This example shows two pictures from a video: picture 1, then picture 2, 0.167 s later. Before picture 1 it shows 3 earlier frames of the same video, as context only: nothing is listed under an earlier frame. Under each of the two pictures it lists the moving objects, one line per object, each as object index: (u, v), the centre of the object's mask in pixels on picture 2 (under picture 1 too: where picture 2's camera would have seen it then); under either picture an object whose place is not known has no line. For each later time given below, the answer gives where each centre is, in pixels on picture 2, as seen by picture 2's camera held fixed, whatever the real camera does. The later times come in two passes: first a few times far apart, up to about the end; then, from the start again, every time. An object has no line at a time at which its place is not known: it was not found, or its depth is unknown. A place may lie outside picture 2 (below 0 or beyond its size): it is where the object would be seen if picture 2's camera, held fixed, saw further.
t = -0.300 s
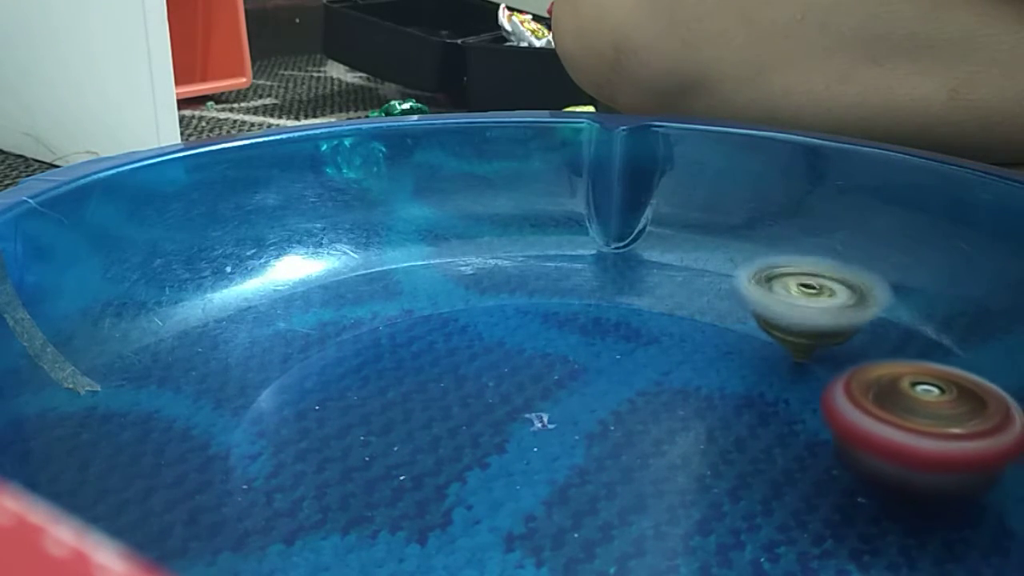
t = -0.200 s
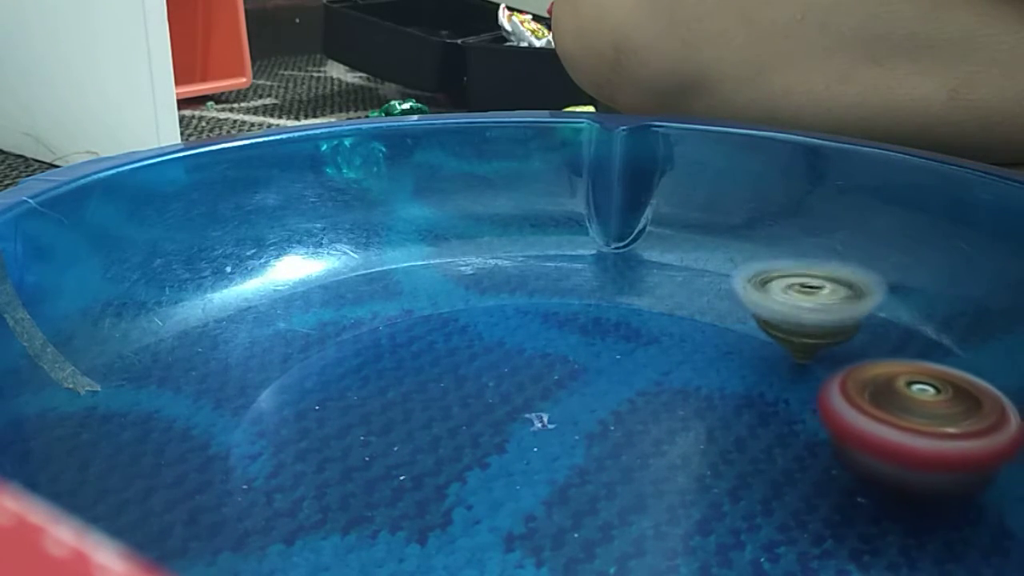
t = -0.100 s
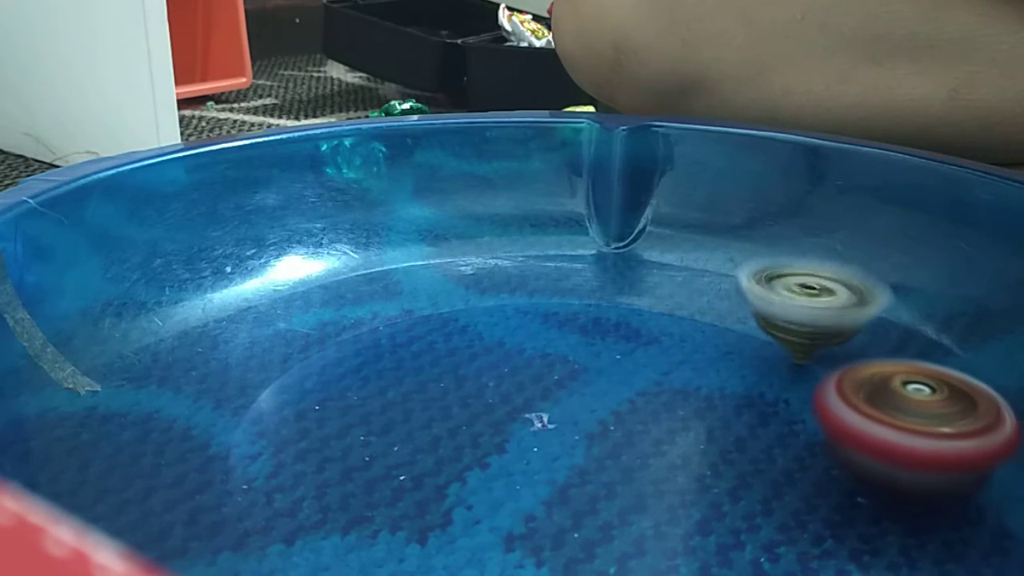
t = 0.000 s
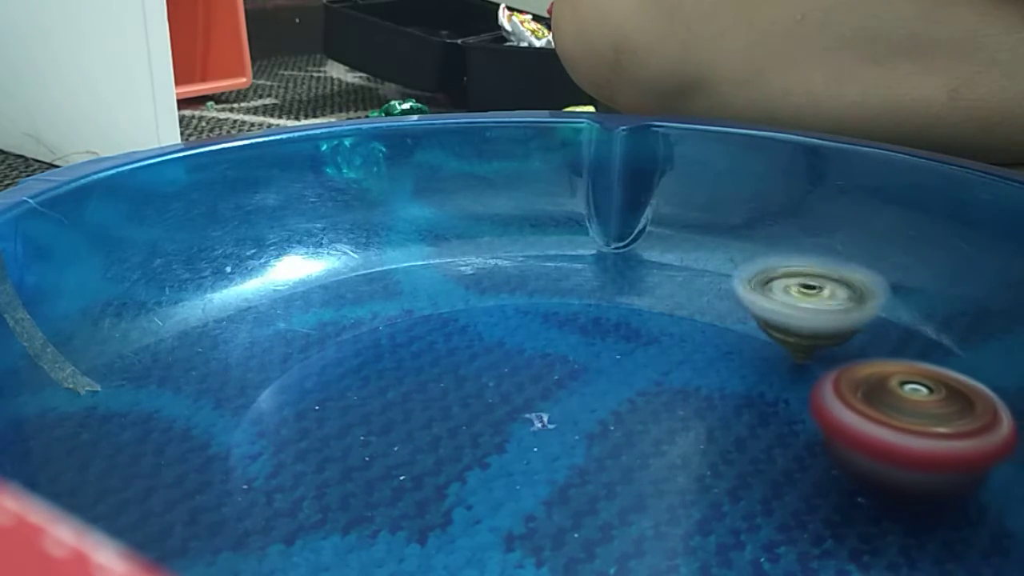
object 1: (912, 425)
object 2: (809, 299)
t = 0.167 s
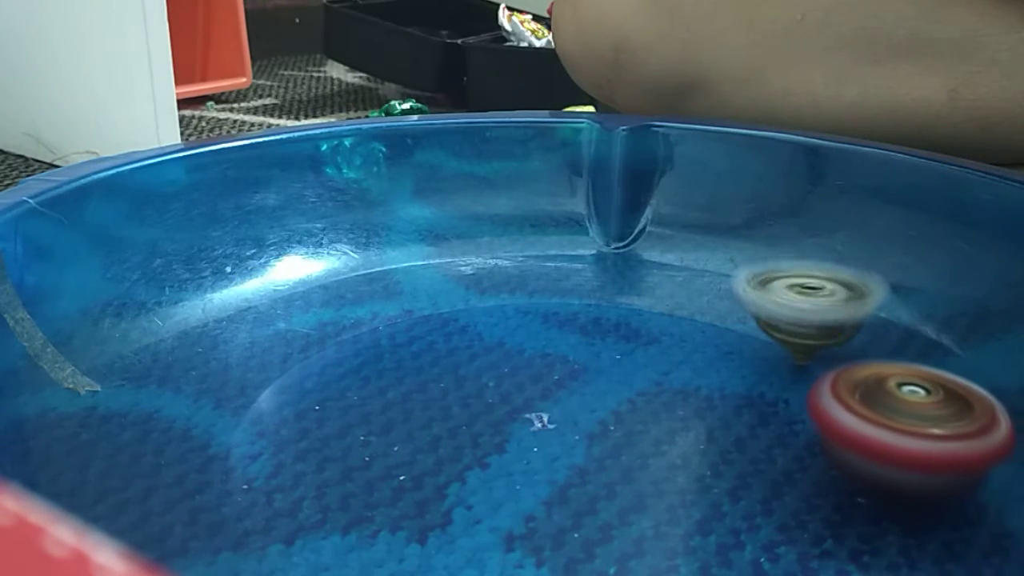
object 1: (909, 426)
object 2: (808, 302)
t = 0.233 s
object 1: (909, 427)
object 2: (808, 302)
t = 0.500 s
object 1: (915, 436)
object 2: (810, 301)
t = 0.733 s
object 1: (922, 444)
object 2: (807, 302)
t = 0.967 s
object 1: (927, 449)
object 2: (807, 303)
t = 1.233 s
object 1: (932, 450)
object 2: (808, 302)
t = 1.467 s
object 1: (933, 448)
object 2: (807, 303)
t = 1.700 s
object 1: (931, 444)
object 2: (806, 304)
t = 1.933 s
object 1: (922, 440)
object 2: (805, 305)
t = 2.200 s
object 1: (906, 440)
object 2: (821, 308)
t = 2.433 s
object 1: (886, 441)
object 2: (824, 303)
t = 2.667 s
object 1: (869, 439)
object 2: (814, 304)
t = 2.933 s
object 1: (863, 437)
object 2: (807, 305)
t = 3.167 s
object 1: (865, 433)
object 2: (811, 307)
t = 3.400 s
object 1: (885, 431)
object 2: (828, 308)
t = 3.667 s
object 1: (896, 431)
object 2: (824, 307)
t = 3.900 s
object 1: (896, 432)
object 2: (820, 309)
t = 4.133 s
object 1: (889, 436)
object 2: (820, 309)
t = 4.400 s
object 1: (866, 431)
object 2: (824, 306)
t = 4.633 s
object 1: (882, 431)
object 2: (831, 309)
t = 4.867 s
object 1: (876, 436)
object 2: (832, 312)
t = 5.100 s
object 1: (882, 433)
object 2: (832, 309)
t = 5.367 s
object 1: (875, 430)
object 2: (830, 307)
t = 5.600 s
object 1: (871, 432)
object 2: (828, 307)
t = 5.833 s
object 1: (872, 433)
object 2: (830, 308)
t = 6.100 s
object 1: (874, 431)
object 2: (832, 306)
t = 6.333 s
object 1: (876, 432)
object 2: (830, 308)
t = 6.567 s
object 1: (873, 432)
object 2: (835, 306)
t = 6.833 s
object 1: (872, 433)
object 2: (832, 306)
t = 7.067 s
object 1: (873, 432)
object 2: (824, 307)
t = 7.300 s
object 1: (878, 434)
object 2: (822, 304)
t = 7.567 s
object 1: (879, 436)
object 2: (823, 305)
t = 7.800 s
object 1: (877, 437)
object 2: (822, 309)
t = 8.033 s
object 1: (879, 437)
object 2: (822, 306)
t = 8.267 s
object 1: (878, 438)
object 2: (820, 309)
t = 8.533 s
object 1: (878, 436)
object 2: (820, 307)
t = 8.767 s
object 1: (878, 437)
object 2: (818, 309)
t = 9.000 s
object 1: (873, 434)
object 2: (823, 308)
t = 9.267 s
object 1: (873, 432)
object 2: (830, 310)
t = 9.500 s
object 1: (874, 432)
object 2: (830, 307)
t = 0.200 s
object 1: (909, 427)
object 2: (811, 300)
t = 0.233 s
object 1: (909, 427)
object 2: (808, 302)
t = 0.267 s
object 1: (909, 429)
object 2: (811, 301)
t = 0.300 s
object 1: (910, 430)
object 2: (808, 301)
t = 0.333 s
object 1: (910, 431)
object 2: (811, 302)
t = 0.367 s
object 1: (911, 432)
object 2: (809, 301)
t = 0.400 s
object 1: (912, 433)
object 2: (811, 302)
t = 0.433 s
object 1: (912, 434)
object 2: (809, 301)
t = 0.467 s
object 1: (913, 434)
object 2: (810, 302)
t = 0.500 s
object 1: (915, 436)
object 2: (810, 301)
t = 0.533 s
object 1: (916, 437)
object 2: (809, 303)
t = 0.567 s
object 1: (917, 438)
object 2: (810, 301)
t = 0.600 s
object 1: (918, 440)
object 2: (808, 303)
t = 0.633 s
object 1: (919, 441)
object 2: (811, 301)
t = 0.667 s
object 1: (919, 442)
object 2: (808, 302)
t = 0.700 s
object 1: (921, 443)
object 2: (811, 302)
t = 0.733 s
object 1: (922, 444)
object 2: (807, 302)
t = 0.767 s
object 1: (923, 446)
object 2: (810, 302)
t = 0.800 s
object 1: (923, 446)
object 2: (808, 301)
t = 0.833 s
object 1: (924, 447)
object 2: (809, 303)
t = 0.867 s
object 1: (925, 448)
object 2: (809, 301)
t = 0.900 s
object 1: (926, 448)
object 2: (808, 303)
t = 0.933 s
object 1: (926, 448)
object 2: (809, 301)
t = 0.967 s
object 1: (927, 449)
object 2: (807, 303)
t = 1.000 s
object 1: (928, 450)
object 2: (809, 301)
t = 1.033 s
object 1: (928, 450)
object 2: (807, 303)
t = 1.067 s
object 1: (929, 450)
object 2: (810, 302)
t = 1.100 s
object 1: (930, 450)
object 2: (807, 302)
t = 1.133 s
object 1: (930, 450)
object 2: (809, 303)
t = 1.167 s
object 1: (931, 450)
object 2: (807, 302)
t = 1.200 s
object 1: (932, 450)
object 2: (809, 304)
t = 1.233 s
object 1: (932, 450)
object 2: (808, 302)
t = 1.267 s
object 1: (933, 450)
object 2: (807, 304)
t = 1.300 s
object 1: (933, 450)
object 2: (808, 302)
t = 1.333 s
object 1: (933, 449)
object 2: (806, 304)
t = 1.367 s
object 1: (933, 449)
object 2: (809, 302)
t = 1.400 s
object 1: (933, 449)
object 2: (807, 304)
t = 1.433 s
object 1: (933, 448)
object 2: (809, 303)
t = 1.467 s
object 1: (933, 448)
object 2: (807, 303)
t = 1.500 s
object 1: (933, 447)
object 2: (808, 304)
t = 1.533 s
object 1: (933, 447)
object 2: (807, 302)
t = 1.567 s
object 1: (932, 446)
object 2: (807, 304)
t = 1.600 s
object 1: (932, 446)
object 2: (808, 303)
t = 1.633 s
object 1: (932, 445)
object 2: (806, 304)
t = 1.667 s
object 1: (931, 444)
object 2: (808, 303)
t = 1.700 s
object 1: (931, 444)
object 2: (806, 304)
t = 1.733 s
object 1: (930, 444)
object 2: (809, 303)
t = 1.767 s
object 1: (930, 443)
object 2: (806, 304)
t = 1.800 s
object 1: (928, 443)
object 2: (809, 304)
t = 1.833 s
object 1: (926, 442)
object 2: (807, 303)
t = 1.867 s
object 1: (925, 441)
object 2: (807, 305)
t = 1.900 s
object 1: (923, 441)
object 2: (806, 303)
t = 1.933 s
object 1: (922, 440)
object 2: (805, 305)
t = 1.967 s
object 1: (920, 440)
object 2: (808, 304)
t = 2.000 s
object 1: (918, 440)
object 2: (806, 306)
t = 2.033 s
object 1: (916, 440)
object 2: (810, 306)
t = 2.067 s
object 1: (914, 440)
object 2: (809, 307)
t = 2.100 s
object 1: (912, 440)
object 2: (813, 308)
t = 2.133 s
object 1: (910, 440)
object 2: (815, 307)
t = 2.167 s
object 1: (908, 440)
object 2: (818, 308)
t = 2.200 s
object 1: (906, 440)
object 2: (821, 308)
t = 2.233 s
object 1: (904, 440)
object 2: (823, 308)
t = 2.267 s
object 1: (901, 440)
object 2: (826, 307)
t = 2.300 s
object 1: (898, 440)
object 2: (826, 308)
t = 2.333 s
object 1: (895, 440)
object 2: (831, 307)
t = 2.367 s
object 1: (892, 441)
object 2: (832, 307)
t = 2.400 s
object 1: (889, 441)
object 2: (832, 304)
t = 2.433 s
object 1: (886, 441)
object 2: (824, 303)
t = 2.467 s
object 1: (883, 441)
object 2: (819, 304)
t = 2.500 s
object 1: (880, 441)
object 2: (819, 302)
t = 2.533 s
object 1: (878, 441)
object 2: (814, 303)
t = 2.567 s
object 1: (875, 441)
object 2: (816, 306)
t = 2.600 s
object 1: (873, 440)
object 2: (815, 303)
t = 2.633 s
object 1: (871, 439)
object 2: (813, 306)
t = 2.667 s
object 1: (869, 439)
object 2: (814, 304)
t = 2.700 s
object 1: (868, 439)
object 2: (811, 305)
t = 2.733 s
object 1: (867, 439)
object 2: (812, 305)
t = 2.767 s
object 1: (866, 439)
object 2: (809, 304)
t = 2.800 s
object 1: (865, 438)
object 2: (809, 306)
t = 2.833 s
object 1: (864, 438)
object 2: (808, 304)
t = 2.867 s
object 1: (864, 438)
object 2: (806, 306)
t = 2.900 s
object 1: (863, 438)
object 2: (809, 304)
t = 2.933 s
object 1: (863, 437)
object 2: (807, 305)
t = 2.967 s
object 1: (863, 437)
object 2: (810, 305)
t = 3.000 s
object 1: (864, 437)
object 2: (807, 304)
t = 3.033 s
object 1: (863, 437)
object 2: (809, 306)
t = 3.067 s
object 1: (864, 436)
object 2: (809, 304)
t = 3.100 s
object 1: (864, 435)
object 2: (808, 305)
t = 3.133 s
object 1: (864, 434)
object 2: (811, 305)
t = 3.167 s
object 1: (865, 433)
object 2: (811, 307)
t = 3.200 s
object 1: (866, 432)
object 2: (817, 307)
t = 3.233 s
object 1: (867, 430)
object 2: (817, 306)
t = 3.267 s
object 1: (869, 429)
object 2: (821, 307)
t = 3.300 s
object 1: (874, 429)
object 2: (822, 307)
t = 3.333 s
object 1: (878, 430)
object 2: (823, 308)
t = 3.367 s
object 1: (882, 430)
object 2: (825, 308)
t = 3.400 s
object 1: (885, 431)
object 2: (828, 308)
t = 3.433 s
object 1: (888, 431)
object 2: (829, 309)
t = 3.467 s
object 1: (891, 431)
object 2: (832, 308)
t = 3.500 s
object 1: (892, 431)
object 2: (833, 308)
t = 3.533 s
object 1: (893, 432)
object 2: (836, 309)
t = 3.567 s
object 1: (894, 432)
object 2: (837, 306)
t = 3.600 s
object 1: (895, 432)
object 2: (829, 305)
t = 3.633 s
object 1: (895, 432)
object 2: (825, 308)
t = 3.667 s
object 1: (896, 431)
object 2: (824, 307)
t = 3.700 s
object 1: (896, 431)
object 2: (823, 309)
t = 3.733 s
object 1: (896, 431)
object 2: (821, 307)
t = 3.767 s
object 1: (896, 431)
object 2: (820, 309)
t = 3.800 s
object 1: (896, 432)
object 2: (821, 309)
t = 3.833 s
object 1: (896, 432)
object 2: (820, 308)
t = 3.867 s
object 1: (896, 432)
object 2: (819, 311)
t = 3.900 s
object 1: (896, 432)
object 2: (820, 309)
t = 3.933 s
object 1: (895, 433)
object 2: (818, 312)
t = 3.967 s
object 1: (894, 432)
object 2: (820, 310)
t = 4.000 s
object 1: (894, 433)
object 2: (818, 309)
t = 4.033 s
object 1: (893, 434)
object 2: (818, 311)
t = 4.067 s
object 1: (892, 435)
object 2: (819, 308)
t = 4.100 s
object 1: (891, 436)
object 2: (817, 311)
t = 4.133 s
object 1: (889, 436)
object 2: (820, 309)
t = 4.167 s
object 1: (887, 437)
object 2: (819, 308)
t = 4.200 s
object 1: (884, 437)
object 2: (819, 310)
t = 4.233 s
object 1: (880, 437)
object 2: (821, 307)
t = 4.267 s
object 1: (877, 437)
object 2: (820, 309)
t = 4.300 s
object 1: (873, 435)
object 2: (823, 308)
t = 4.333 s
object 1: (870, 434)
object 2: (822, 306)
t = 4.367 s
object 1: (868, 432)
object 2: (822, 308)
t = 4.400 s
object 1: (866, 431)
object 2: (824, 306)
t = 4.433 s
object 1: (866, 430)
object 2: (823, 308)
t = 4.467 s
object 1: (866, 429)
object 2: (826, 306)
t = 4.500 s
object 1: (868, 429)
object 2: (826, 306)
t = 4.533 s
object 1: (871, 429)
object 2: (827, 309)
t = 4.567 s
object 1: (874, 429)
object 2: (828, 307)
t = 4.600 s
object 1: (878, 430)
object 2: (827, 310)
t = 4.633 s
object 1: (882, 431)
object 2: (831, 309)
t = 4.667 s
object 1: (884, 433)
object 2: (830, 308)
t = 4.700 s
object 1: (885, 435)
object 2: (831, 311)
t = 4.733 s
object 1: (884, 436)
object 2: (832, 309)
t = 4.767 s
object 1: (883, 437)
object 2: (830, 311)
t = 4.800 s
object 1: (881, 438)
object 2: (833, 310)
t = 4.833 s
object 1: (879, 437)
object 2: (832, 309)
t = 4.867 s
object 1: (876, 436)
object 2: (832, 312)
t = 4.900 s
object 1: (874, 435)
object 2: (834, 309)
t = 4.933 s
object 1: (872, 434)
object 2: (832, 311)
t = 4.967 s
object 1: (870, 431)
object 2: (834, 310)
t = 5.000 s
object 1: (871, 430)
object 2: (833, 307)
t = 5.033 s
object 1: (876, 431)
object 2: (833, 311)
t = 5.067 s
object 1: (880, 432)
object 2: (835, 309)
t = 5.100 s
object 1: (882, 433)
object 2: (832, 309)
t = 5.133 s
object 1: (883, 434)
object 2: (832, 310)
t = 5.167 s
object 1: (883, 435)
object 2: (832, 307)
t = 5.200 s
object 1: (882, 436)
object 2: (832, 311)
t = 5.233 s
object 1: (880, 436)
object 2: (835, 308)
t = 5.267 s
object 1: (876, 434)
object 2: (833, 307)
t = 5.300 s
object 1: (872, 433)
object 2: (833, 308)
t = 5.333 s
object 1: (871, 431)
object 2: (833, 305)
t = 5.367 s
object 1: (875, 430)
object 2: (830, 307)
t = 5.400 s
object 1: (877, 431)
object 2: (831, 306)
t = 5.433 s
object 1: (879, 432)
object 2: (829, 306)
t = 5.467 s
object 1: (881, 433)
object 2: (830, 309)
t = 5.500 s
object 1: (881, 434)
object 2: (830, 306)
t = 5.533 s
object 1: (879, 435)
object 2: (826, 309)
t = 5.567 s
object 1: (876, 435)
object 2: (828, 308)
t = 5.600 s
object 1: (871, 432)
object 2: (828, 307)
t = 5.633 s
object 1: (872, 431)
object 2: (830, 309)
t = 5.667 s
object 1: (875, 431)
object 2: (832, 307)
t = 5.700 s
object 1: (878, 432)
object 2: (828, 308)
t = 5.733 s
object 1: (880, 434)
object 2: (828, 310)
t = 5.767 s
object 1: (879, 435)
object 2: (829, 307)
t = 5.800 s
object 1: (876, 435)
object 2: (828, 310)
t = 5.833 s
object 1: (872, 433)
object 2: (830, 308)
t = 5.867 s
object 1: (872, 431)
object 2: (828, 306)
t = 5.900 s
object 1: (875, 431)
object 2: (828, 310)
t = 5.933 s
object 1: (879, 433)
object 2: (830, 307)
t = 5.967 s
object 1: (880, 435)
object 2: (828, 309)
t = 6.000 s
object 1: (878, 434)
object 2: (829, 308)
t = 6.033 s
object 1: (875, 434)
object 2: (830, 306)
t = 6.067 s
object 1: (873, 432)
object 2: (828, 309)
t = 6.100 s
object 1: (874, 431)
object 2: (832, 306)
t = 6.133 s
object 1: (879, 433)
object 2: (832, 306)
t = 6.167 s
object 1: (881, 435)
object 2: (832, 308)
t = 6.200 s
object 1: (879, 435)
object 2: (832, 305)
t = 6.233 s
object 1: (876, 435)
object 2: (830, 307)
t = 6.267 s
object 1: (873, 433)
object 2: (831, 307)
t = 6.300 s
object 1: (872, 431)
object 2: (831, 304)
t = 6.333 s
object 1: (876, 432)
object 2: (830, 308)
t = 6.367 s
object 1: (881, 434)
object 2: (833, 307)
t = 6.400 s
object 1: (882, 435)
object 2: (832, 307)
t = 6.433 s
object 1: (881, 436)
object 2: (834, 309)
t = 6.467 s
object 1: (879, 436)
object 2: (835, 306)
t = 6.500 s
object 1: (876, 436)
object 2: (833, 308)
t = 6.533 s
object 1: (872, 434)
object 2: (834, 308)
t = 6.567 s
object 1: (873, 432)
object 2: (835, 306)
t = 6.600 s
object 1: (877, 433)
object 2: (834, 309)
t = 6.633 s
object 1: (880, 434)
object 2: (836, 307)
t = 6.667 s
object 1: (881, 436)
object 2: (833, 306)
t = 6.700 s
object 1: (882, 437)
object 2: (833, 310)
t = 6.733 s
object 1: (880, 437)
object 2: (836, 306)
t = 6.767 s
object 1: (877, 437)
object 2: (834, 307)
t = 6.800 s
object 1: (874, 436)
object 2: (832, 308)
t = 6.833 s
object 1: (872, 433)
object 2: (832, 306)
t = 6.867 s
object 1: (874, 433)
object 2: (831, 308)
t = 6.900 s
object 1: (878, 434)
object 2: (830, 306)
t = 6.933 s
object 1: (880, 436)
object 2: (827, 304)
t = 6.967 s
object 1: (880, 436)
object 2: (824, 308)
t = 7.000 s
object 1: (878, 436)
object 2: (826, 306)
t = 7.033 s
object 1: (873, 434)
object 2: (825, 305)
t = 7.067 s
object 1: (873, 432)
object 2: (824, 307)
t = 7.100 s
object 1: (876, 433)
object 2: (824, 305)
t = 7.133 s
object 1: (879, 436)
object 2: (822, 306)
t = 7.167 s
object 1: (879, 437)
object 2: (821, 307)
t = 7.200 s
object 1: (876, 436)
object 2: (823, 305)
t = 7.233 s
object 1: (872, 433)
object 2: (822, 307)
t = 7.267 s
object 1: (873, 433)
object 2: (823, 306)
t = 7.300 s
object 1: (878, 434)
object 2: (822, 304)
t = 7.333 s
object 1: (880, 436)
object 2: (820, 308)
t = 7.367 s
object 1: (879, 437)
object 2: (823, 306)
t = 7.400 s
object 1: (876, 436)
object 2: (822, 305)
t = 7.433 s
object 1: (873, 434)
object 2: (822, 308)
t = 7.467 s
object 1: (873, 433)
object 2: (824, 305)
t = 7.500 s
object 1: (878, 435)
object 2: (821, 306)
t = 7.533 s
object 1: (880, 436)
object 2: (821, 308)
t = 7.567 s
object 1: (879, 436)
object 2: (823, 305)
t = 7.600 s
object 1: (876, 436)
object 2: (822, 307)
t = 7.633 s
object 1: (873, 435)
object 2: (822, 307)
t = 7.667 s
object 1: (874, 434)
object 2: (822, 305)
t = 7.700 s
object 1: (876, 434)
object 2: (820, 308)
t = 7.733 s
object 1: (879, 436)
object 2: (822, 308)
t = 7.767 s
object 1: (879, 437)
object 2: (823, 306)
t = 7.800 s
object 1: (877, 437)
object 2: (822, 309)
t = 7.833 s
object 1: (875, 436)
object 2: (823, 306)
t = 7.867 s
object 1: (872, 433)
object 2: (821, 306)
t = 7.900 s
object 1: (873, 433)
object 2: (821, 309)
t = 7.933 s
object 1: (878, 435)
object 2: (824, 306)
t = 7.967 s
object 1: (880, 436)
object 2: (822, 307)
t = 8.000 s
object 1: (880, 437)
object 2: (821, 308)
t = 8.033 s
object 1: (879, 437)
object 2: (822, 306)
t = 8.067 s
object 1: (876, 437)
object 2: (821, 308)
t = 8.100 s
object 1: (872, 435)
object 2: (821, 308)
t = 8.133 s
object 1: (872, 434)
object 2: (823, 306)
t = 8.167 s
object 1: (876, 435)
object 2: (821, 308)
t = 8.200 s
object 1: (879, 435)
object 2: (822, 308)
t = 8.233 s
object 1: (880, 437)
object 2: (821, 306)
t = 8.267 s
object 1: (878, 438)
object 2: (820, 309)
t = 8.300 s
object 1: (873, 435)
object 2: (823, 308)
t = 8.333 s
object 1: (873, 433)
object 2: (822, 306)
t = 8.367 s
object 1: (876, 435)
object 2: (820, 309)
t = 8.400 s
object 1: (880, 437)
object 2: (821, 308)
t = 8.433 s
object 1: (877, 436)
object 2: (821, 307)
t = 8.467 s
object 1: (873, 435)
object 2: (820, 310)
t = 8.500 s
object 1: (875, 435)
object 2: (823, 307)
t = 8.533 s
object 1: (878, 436)
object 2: (820, 307)
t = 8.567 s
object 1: (880, 438)
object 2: (819, 310)
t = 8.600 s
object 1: (876, 437)
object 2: (820, 307)
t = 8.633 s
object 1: (873, 435)
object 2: (820, 308)
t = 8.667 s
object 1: (874, 434)
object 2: (821, 310)
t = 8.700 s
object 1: (878, 435)
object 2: (822, 307)
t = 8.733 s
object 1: (880, 438)
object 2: (819, 308)
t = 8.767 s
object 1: (878, 437)
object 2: (818, 309)
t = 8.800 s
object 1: (874, 435)
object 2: (820, 307)
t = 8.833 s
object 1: (874, 434)
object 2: (820, 309)
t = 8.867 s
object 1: (876, 434)
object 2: (822, 310)
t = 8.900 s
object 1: (881, 436)
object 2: (824, 307)
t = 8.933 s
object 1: (878, 436)
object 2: (821, 309)
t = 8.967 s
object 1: (875, 436)
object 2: (821, 310)
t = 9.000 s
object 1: (873, 434)
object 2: (823, 308)
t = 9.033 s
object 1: (875, 433)
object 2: (824, 311)
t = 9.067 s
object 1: (879, 435)
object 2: (826, 310)
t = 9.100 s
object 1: (880, 436)
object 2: (827, 307)
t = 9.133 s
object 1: (880, 437)
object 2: (824, 311)
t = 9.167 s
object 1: (878, 437)
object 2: (825, 310)
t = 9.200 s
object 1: (875, 436)
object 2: (826, 309)
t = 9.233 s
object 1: (872, 433)
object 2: (826, 311)
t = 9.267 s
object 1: (873, 432)
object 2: (830, 310)
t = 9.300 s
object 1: (877, 435)
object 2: (829, 308)
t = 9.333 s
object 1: (879, 436)
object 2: (826, 310)
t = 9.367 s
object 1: (880, 436)
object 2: (827, 310)
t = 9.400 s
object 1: (879, 437)
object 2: (828, 309)
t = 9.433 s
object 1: (874, 434)
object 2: (828, 311)
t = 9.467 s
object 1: (872, 432)
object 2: (831, 309)
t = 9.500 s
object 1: (874, 432)
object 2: (830, 307)
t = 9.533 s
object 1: (878, 433)
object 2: (827, 310)
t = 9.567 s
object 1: (879, 434)
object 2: (829, 309)
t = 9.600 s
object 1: (879, 436)
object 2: (829, 308)
